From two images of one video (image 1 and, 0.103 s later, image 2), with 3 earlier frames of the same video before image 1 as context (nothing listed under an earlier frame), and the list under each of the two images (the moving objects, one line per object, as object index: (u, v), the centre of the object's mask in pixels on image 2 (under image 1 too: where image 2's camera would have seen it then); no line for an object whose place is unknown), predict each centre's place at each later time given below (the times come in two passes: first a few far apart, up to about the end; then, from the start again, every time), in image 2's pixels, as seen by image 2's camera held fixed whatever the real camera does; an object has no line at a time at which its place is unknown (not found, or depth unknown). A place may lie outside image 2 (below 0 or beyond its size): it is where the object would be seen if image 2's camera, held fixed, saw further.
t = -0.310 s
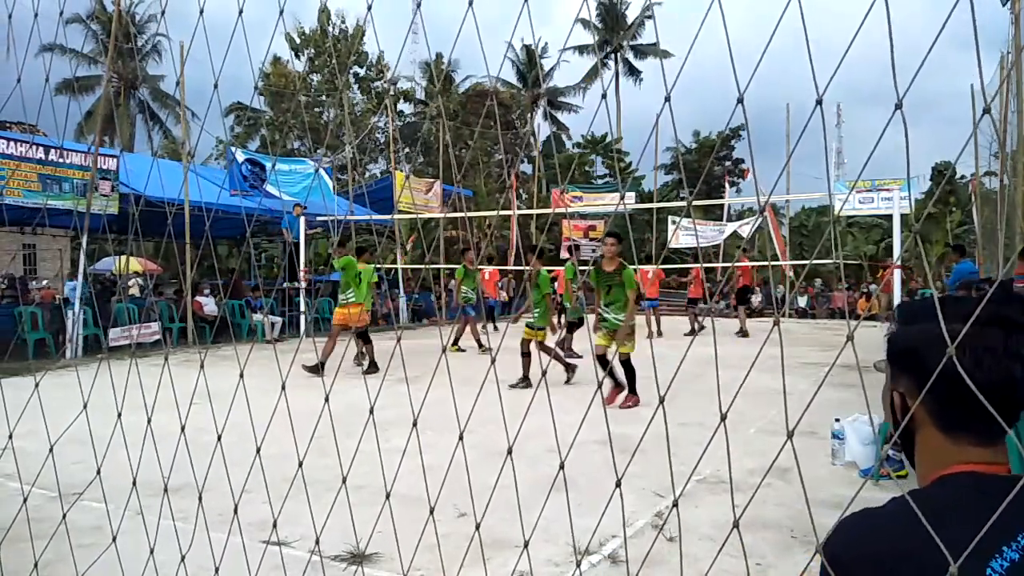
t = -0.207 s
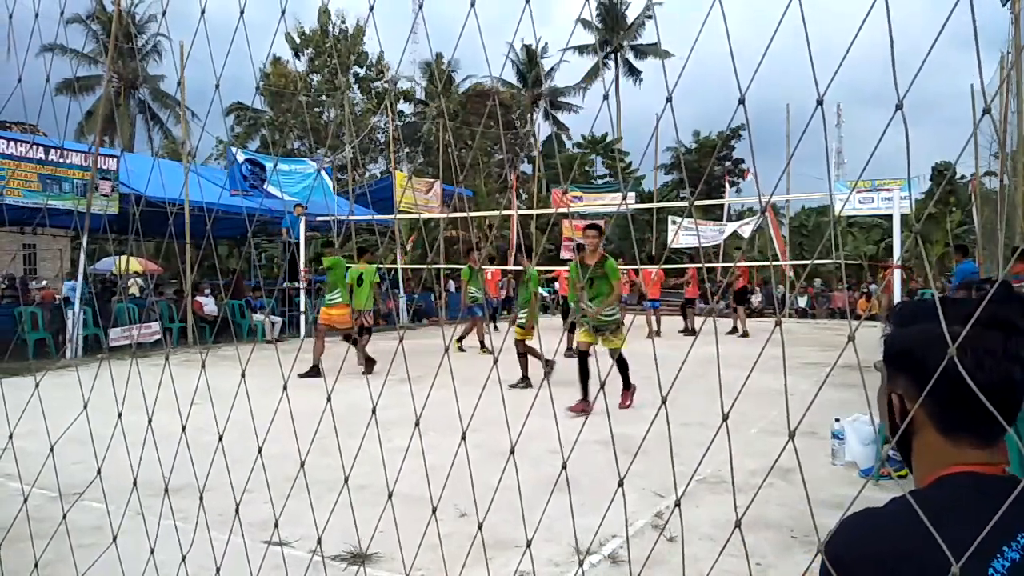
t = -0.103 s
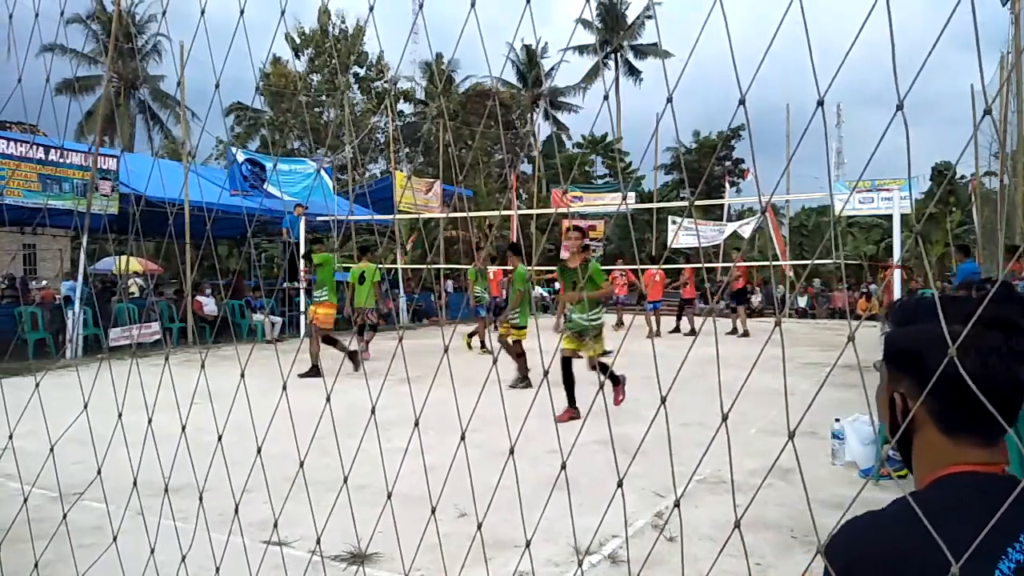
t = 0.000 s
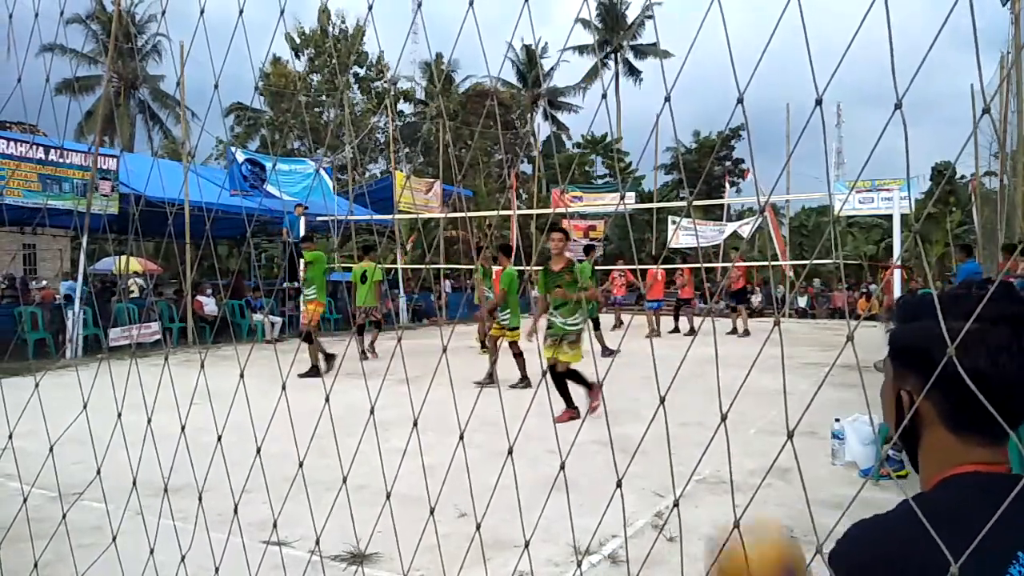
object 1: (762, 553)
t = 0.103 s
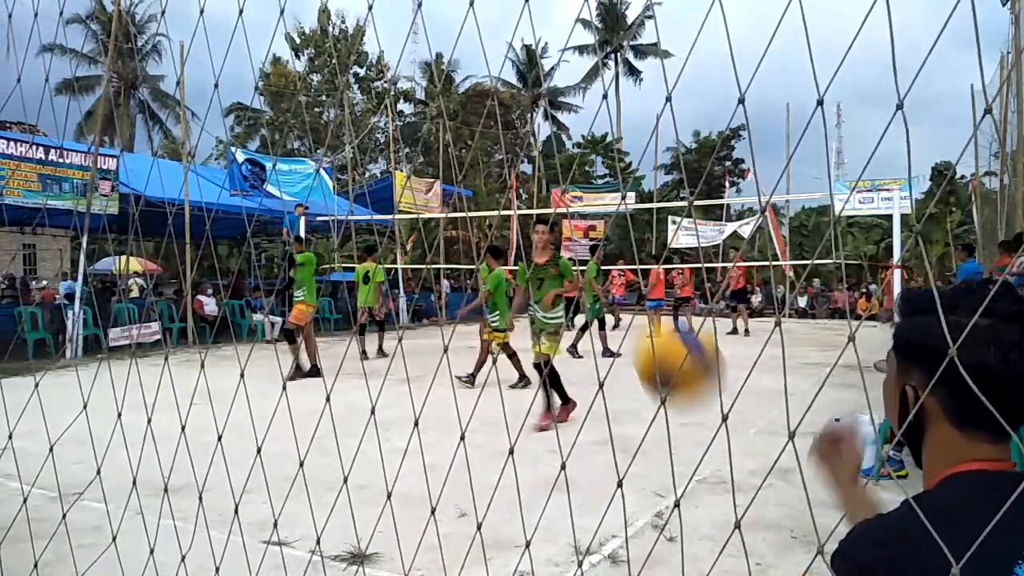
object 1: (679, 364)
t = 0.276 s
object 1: (583, 170)
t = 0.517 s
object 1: (497, 117)
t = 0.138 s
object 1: (654, 307)
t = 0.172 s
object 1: (634, 260)
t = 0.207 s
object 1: (619, 230)
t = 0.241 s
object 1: (598, 193)
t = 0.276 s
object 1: (583, 170)
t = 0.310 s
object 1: (568, 150)
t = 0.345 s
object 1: (554, 133)
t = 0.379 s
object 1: (540, 123)
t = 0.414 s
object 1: (528, 117)
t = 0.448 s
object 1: (517, 113)
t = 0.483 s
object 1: (507, 115)
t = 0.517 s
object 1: (497, 117)
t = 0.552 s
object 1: (487, 123)
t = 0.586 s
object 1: (477, 131)
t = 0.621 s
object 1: (470, 141)
